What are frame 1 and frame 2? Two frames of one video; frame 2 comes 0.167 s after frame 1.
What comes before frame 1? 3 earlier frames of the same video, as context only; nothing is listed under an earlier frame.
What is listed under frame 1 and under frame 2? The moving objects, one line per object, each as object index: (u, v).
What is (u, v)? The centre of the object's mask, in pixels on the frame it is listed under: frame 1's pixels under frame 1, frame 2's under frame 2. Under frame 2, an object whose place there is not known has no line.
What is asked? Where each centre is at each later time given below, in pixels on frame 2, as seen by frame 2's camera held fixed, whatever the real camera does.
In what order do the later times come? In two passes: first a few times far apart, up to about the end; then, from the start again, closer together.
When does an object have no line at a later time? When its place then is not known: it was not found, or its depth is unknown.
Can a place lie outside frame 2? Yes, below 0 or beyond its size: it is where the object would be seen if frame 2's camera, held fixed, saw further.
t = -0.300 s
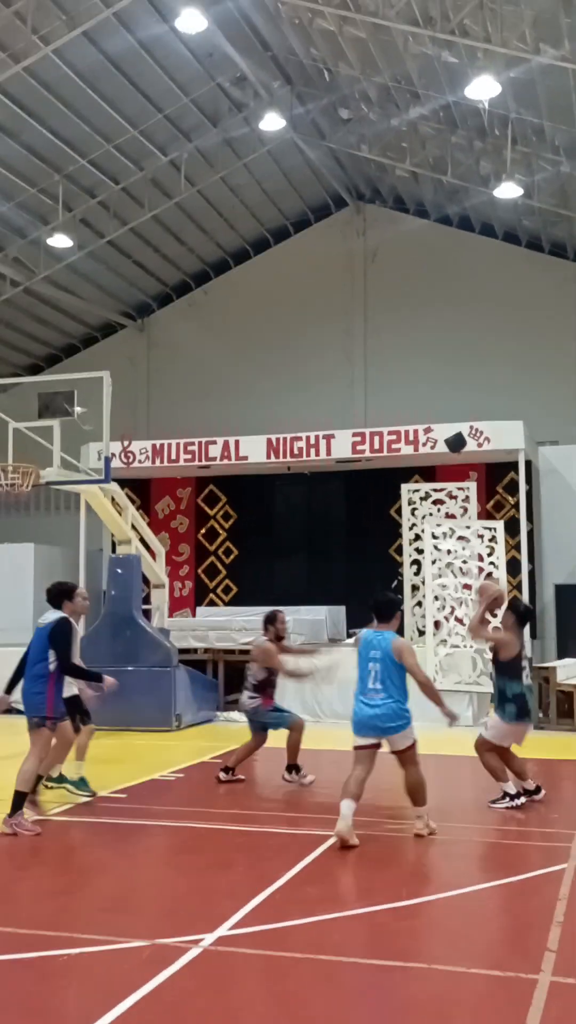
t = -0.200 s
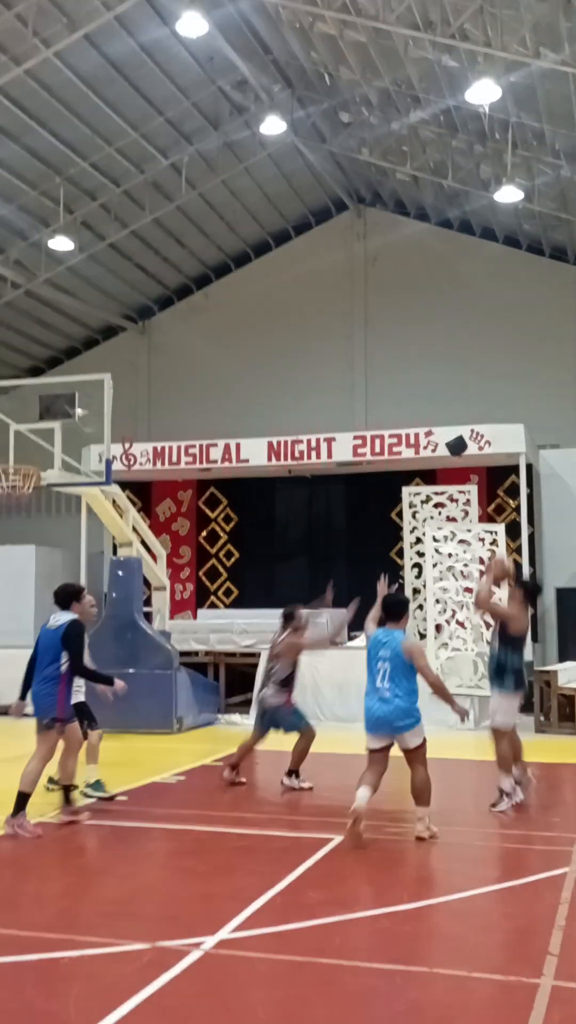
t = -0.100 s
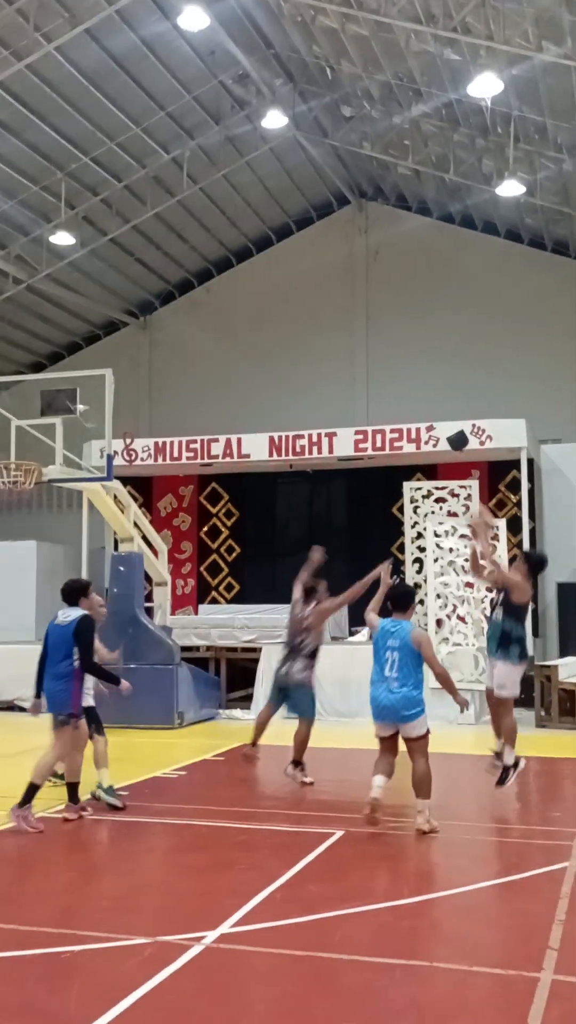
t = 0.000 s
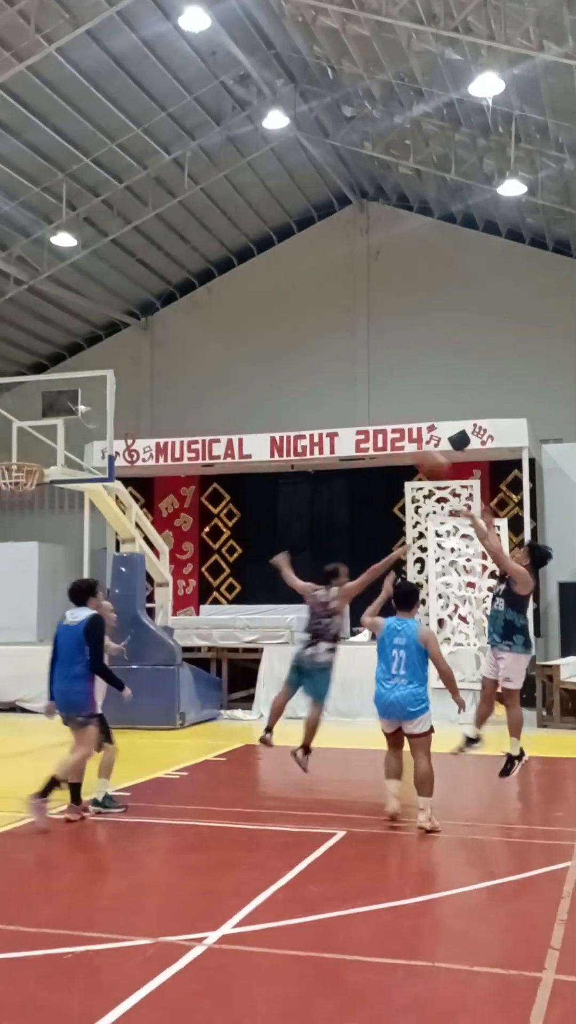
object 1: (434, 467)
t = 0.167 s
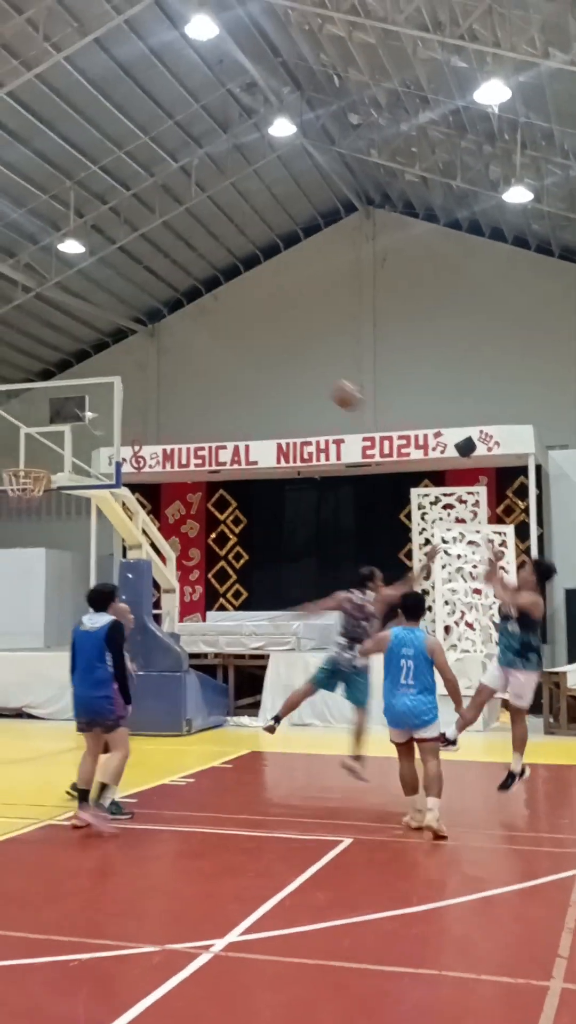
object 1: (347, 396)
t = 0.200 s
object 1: (330, 385)
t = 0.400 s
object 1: (242, 354)
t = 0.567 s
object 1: (176, 360)
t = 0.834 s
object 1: (82, 420)
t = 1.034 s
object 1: (29, 448)
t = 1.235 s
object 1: (-8, 428)
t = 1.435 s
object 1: (-43, 444)
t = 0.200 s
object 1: (330, 385)
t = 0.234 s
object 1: (315, 377)
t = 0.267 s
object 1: (299, 370)
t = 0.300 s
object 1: (284, 364)
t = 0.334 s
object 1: (269, 359)
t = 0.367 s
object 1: (256, 356)
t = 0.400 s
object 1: (242, 354)
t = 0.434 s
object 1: (228, 353)
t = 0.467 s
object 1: (214, 353)
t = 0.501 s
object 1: (201, 355)
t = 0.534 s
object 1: (189, 357)
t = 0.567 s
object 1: (176, 360)
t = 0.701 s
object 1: (129, 381)
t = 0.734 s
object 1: (115, 391)
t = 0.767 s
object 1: (102, 400)
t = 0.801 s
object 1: (95, 407)
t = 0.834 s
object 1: (82, 420)
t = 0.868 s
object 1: (73, 427)
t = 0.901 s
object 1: (61, 440)
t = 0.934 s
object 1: (50, 458)
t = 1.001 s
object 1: (36, 454)
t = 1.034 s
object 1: (29, 448)
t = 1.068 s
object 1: (25, 443)
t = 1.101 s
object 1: (17, 437)
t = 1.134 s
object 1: (11, 434)
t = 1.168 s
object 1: (6, 432)
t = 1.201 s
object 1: (-1, 429)
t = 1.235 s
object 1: (-8, 428)
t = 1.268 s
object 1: (-13, 429)
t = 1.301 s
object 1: (-18, 430)
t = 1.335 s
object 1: (-25, 432)
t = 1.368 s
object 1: (-31, 436)
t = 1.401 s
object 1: (-37, 440)
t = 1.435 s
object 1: (-43, 444)
